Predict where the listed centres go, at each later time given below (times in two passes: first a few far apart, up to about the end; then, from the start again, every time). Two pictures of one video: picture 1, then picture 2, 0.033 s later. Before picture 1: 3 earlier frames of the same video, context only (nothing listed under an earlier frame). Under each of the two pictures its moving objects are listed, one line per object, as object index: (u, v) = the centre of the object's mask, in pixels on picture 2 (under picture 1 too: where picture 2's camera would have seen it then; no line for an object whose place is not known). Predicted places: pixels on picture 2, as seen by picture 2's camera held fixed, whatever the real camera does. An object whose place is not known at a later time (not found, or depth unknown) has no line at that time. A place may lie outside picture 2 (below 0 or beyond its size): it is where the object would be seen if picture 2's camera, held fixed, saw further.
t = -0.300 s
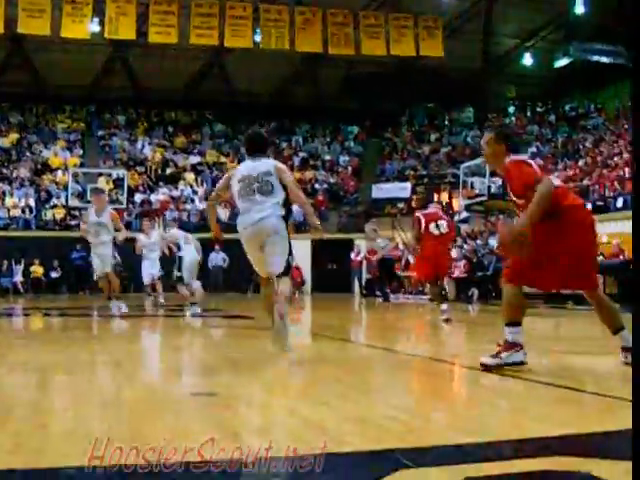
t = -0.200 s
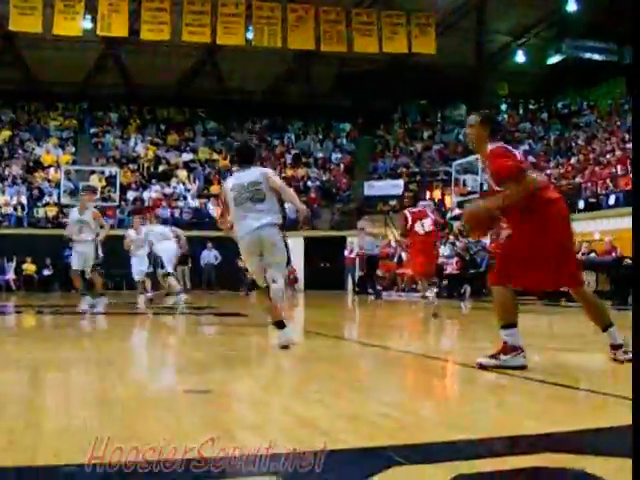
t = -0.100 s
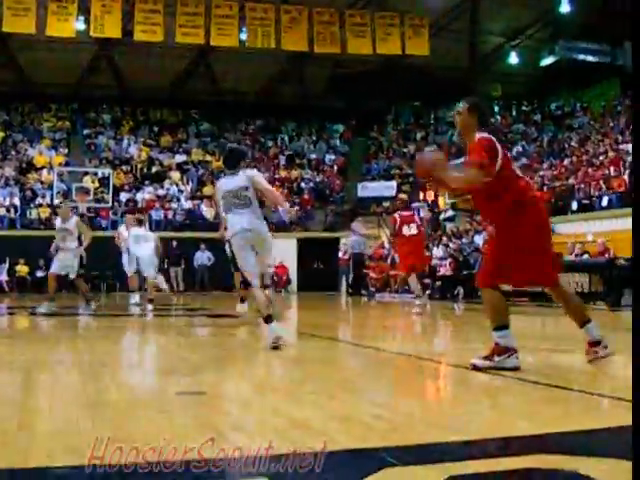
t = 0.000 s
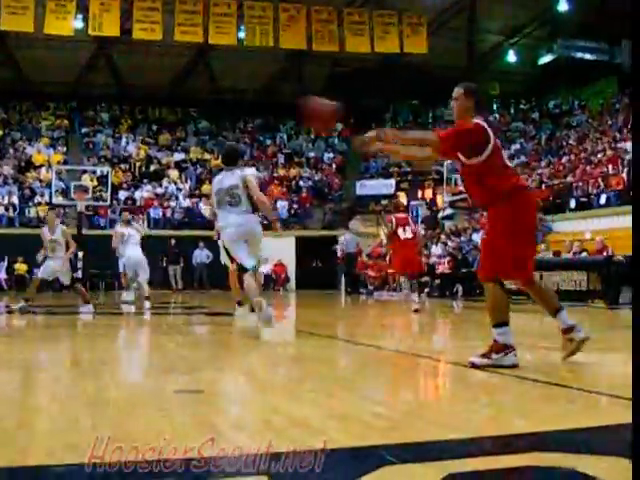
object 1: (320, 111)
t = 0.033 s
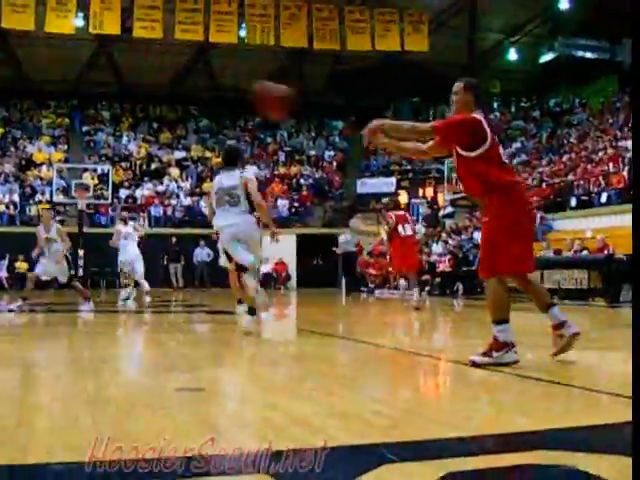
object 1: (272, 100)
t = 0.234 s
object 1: (6, 60)
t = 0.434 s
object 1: (-224, 73)
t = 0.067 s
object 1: (224, 88)
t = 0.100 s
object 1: (180, 79)
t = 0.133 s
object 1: (134, 71)
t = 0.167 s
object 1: (91, 66)
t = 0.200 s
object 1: (47, 62)
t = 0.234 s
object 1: (6, 60)
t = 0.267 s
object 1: (-35, 58)
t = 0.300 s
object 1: (-74, 57)
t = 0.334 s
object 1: (-112, 58)
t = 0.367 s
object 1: (-146, 63)
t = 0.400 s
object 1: (-183, 66)
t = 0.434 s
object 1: (-224, 73)
